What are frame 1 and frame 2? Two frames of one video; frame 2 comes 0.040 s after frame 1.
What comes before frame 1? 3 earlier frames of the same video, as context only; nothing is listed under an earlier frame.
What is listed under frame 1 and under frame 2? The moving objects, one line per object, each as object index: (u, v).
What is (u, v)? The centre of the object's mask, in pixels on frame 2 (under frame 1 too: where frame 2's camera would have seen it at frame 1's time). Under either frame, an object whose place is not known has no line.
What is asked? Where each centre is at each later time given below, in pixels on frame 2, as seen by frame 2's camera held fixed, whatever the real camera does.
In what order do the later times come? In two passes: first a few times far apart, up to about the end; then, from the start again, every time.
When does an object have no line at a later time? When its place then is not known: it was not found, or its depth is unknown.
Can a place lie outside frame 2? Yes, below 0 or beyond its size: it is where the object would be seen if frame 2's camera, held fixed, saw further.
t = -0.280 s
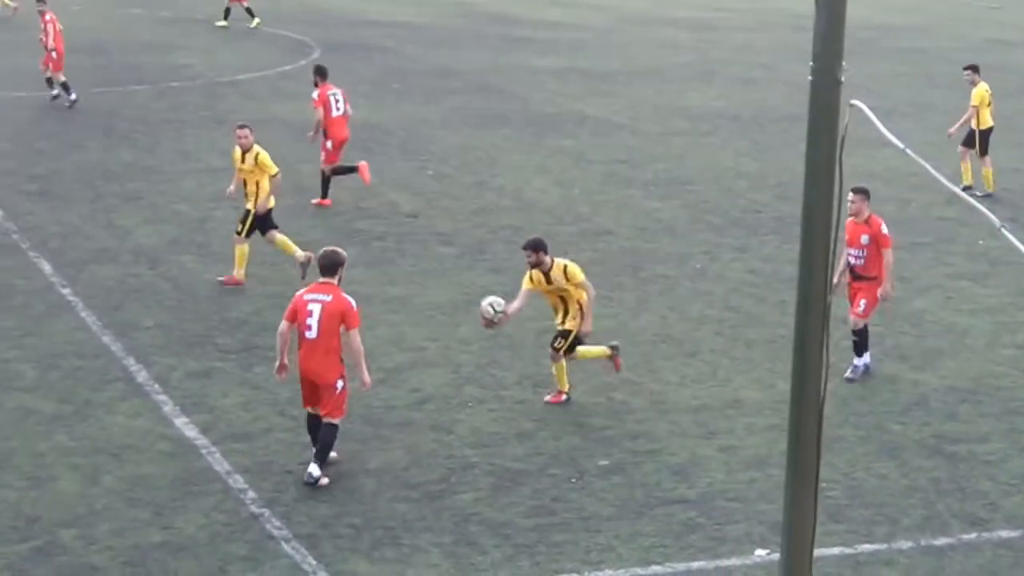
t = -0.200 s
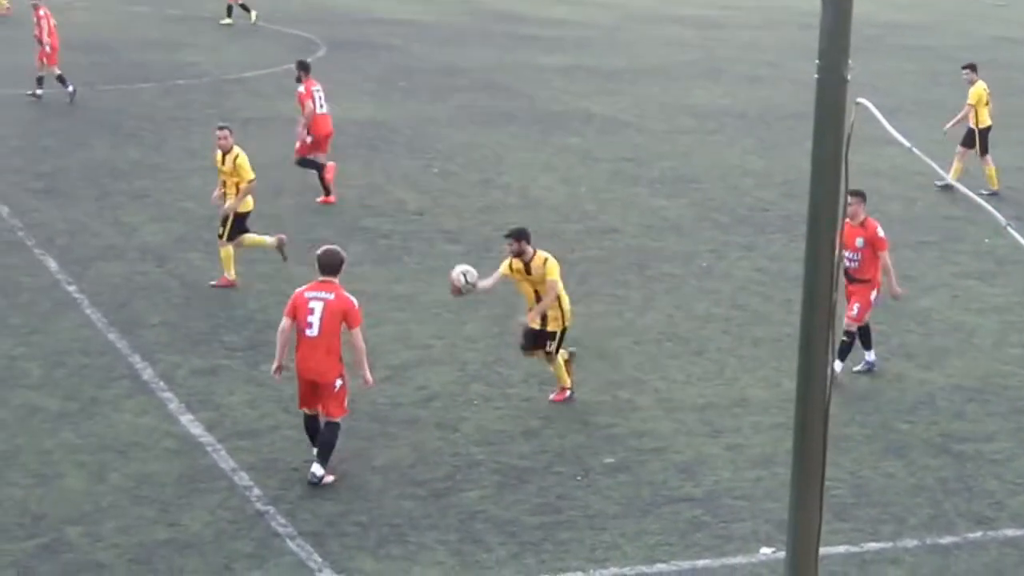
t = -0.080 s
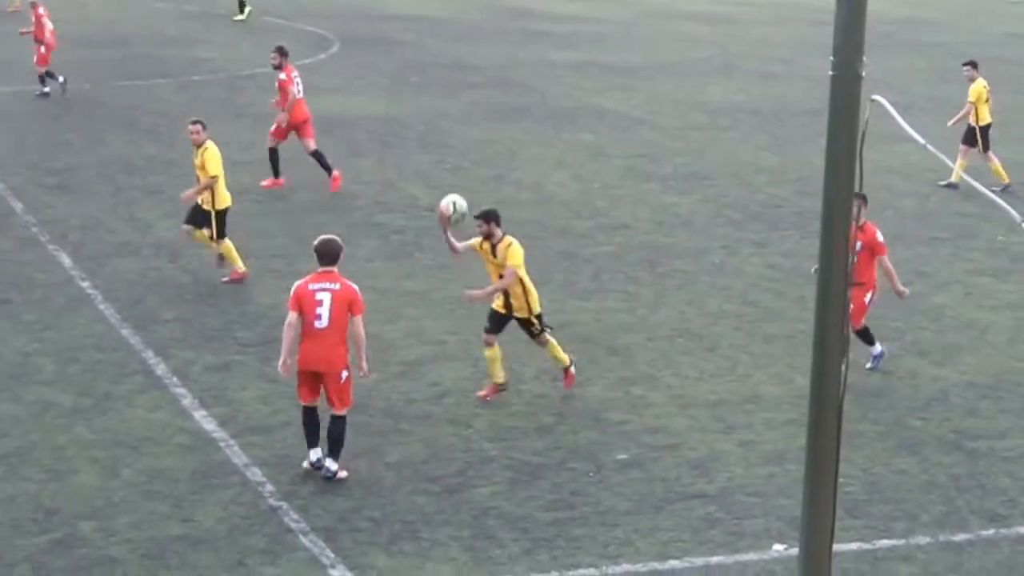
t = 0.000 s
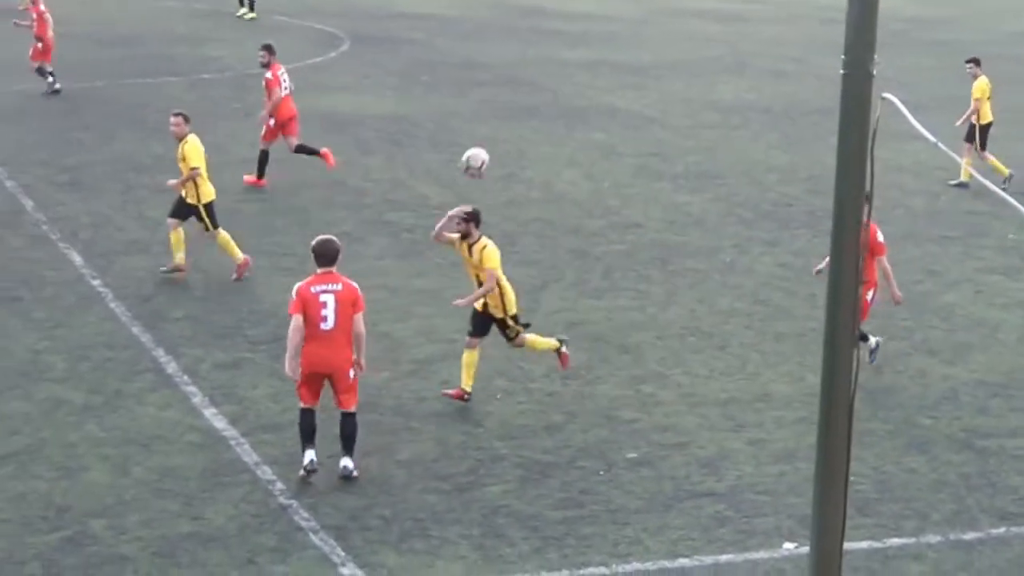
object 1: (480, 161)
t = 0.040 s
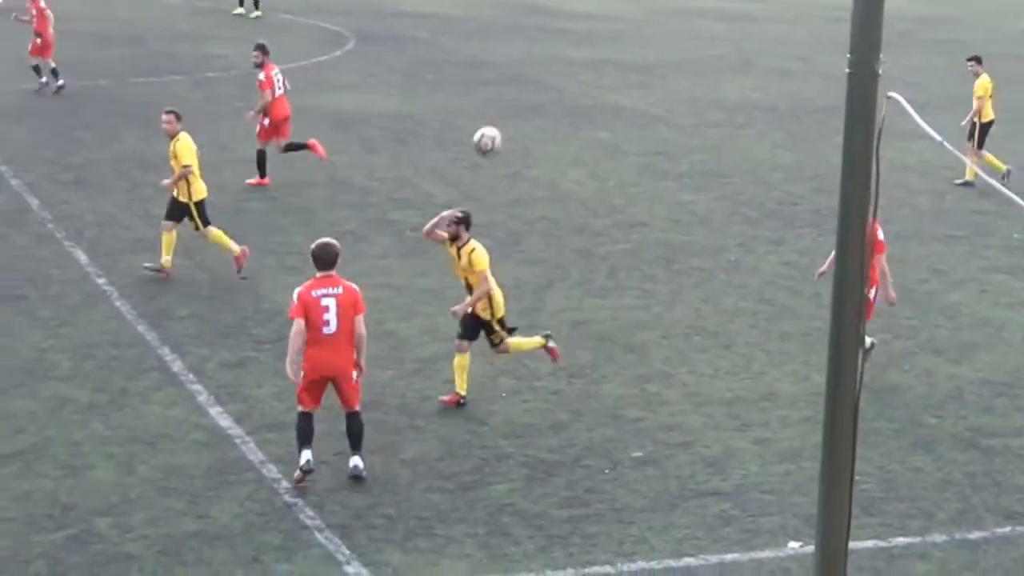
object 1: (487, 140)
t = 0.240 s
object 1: (525, 69)
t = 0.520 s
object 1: (566, 53)
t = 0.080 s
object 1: (496, 122)
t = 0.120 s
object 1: (504, 108)
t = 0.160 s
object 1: (511, 92)
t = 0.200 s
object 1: (518, 79)
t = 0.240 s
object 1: (525, 69)
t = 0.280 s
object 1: (531, 60)
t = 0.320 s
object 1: (537, 52)
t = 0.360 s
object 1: (540, 48)
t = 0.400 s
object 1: (548, 46)
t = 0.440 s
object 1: (553, 46)
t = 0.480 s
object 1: (559, 49)
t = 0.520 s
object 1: (566, 53)
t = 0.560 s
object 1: (572, 58)
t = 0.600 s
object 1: (579, 66)
